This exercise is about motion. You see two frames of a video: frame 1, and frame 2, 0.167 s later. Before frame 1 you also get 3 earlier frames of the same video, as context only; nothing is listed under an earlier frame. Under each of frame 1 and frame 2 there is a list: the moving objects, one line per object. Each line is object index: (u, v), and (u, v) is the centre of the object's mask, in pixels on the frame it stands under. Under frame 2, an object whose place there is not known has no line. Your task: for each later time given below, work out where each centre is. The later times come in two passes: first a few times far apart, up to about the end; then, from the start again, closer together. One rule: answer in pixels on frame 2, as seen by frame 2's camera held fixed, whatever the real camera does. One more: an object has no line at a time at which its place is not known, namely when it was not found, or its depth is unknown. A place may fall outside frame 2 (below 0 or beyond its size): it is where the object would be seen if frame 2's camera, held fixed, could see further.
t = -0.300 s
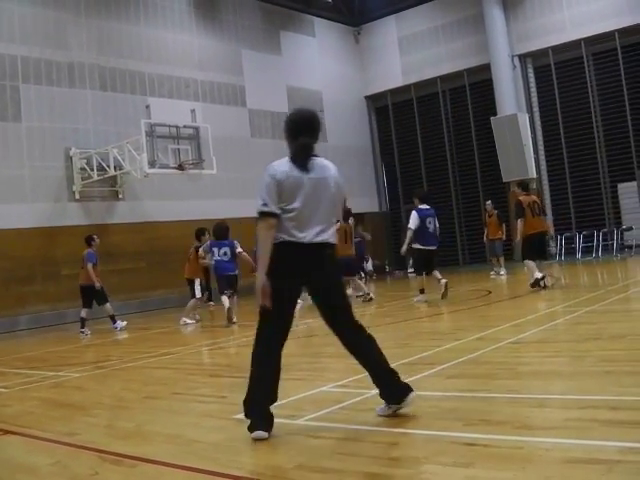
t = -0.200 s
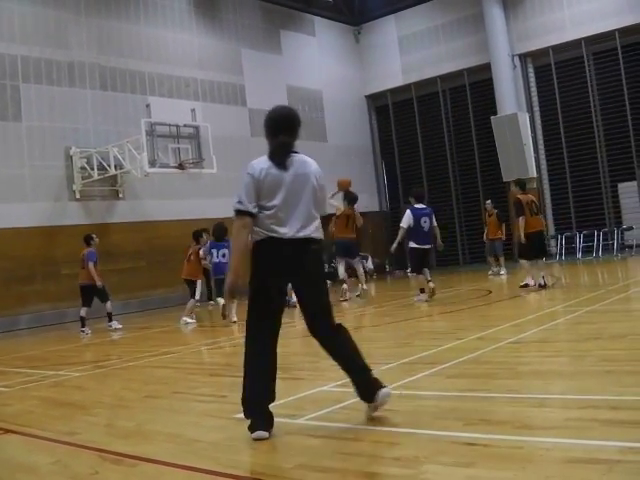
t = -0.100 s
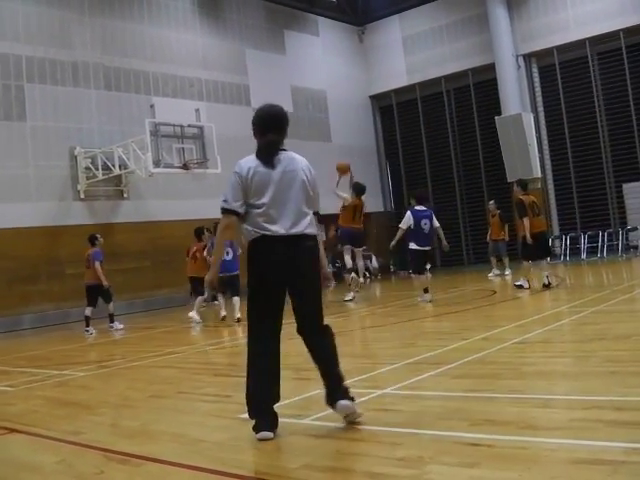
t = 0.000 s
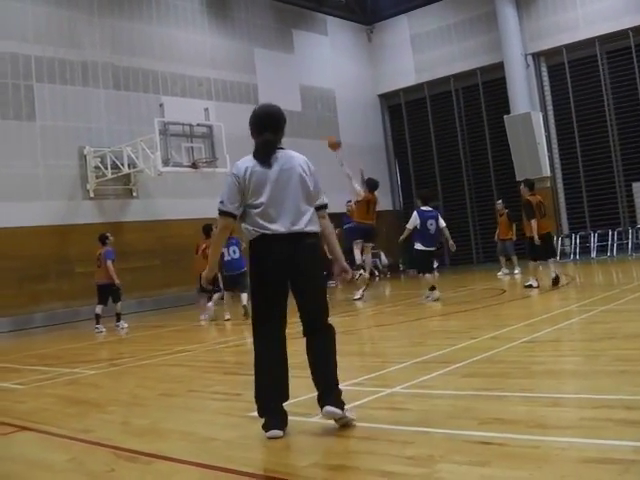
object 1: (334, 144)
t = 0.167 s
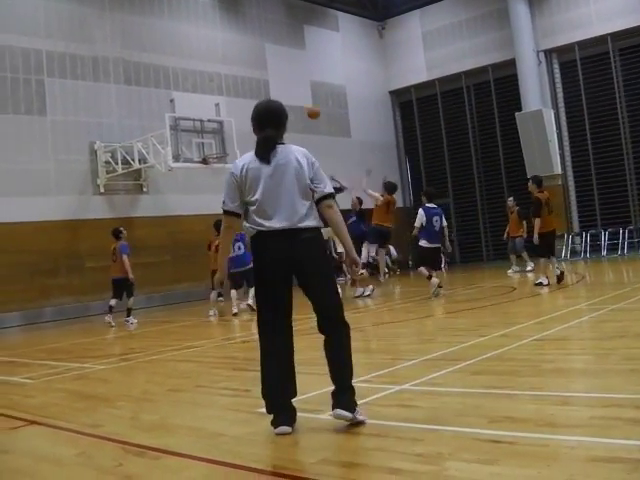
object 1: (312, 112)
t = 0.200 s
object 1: (307, 108)
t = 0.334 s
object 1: (284, 100)
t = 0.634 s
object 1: (240, 117)
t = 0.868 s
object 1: (214, 152)
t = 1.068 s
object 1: (195, 146)
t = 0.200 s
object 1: (307, 108)
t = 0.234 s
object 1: (301, 105)
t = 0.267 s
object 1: (294, 102)
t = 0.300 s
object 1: (289, 102)
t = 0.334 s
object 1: (284, 100)
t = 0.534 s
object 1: (253, 107)
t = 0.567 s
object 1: (249, 110)
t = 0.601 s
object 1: (244, 113)
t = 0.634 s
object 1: (240, 117)
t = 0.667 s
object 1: (236, 122)
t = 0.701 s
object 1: (232, 126)
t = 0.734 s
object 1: (228, 131)
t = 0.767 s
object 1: (225, 137)
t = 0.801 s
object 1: (220, 144)
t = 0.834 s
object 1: (217, 150)
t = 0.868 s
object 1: (214, 152)
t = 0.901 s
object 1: (210, 151)
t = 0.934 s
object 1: (206, 149)
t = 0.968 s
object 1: (203, 147)
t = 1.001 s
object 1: (199, 146)
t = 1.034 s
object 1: (198, 146)
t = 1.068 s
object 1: (195, 146)
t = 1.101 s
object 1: (191, 146)
